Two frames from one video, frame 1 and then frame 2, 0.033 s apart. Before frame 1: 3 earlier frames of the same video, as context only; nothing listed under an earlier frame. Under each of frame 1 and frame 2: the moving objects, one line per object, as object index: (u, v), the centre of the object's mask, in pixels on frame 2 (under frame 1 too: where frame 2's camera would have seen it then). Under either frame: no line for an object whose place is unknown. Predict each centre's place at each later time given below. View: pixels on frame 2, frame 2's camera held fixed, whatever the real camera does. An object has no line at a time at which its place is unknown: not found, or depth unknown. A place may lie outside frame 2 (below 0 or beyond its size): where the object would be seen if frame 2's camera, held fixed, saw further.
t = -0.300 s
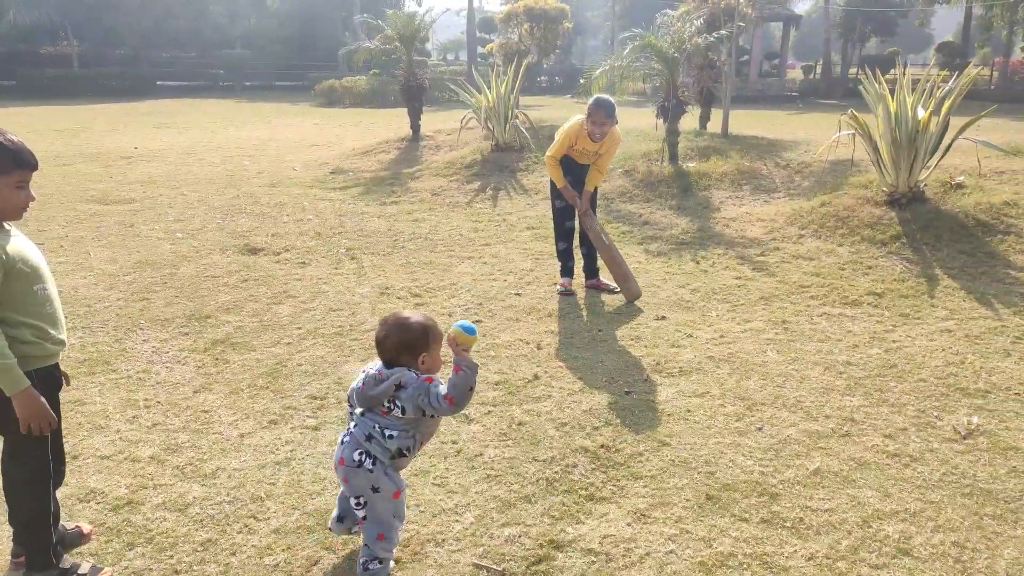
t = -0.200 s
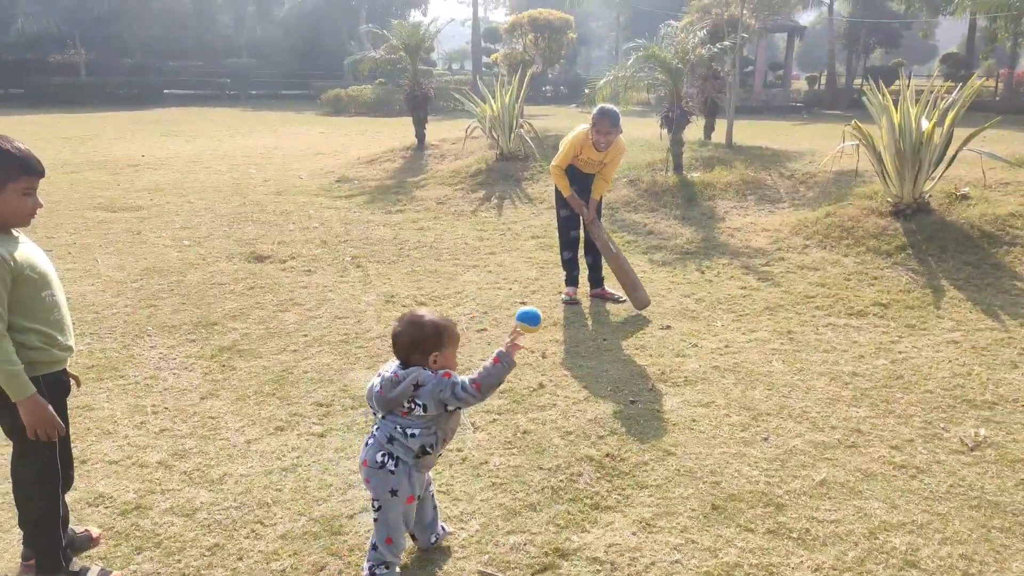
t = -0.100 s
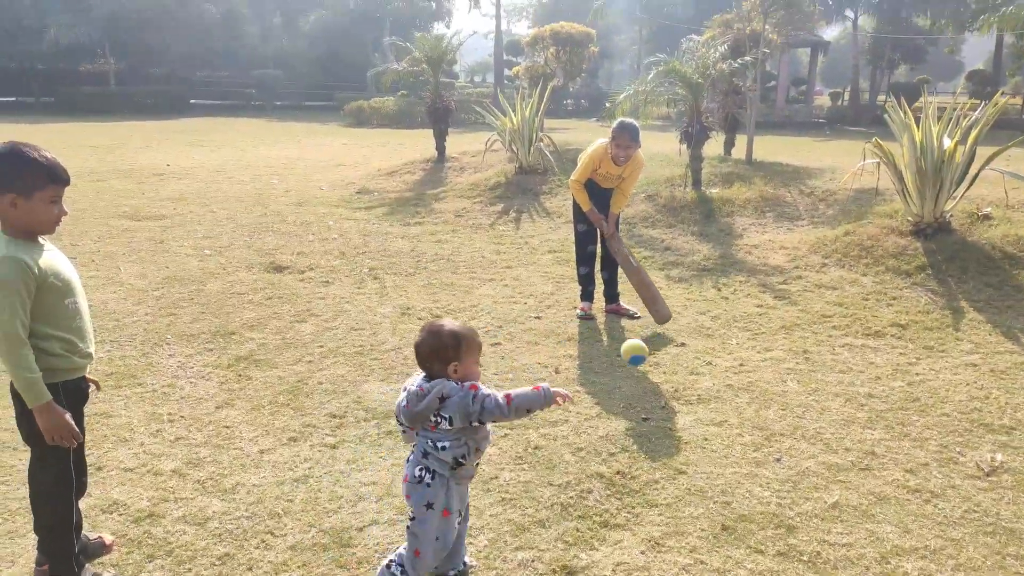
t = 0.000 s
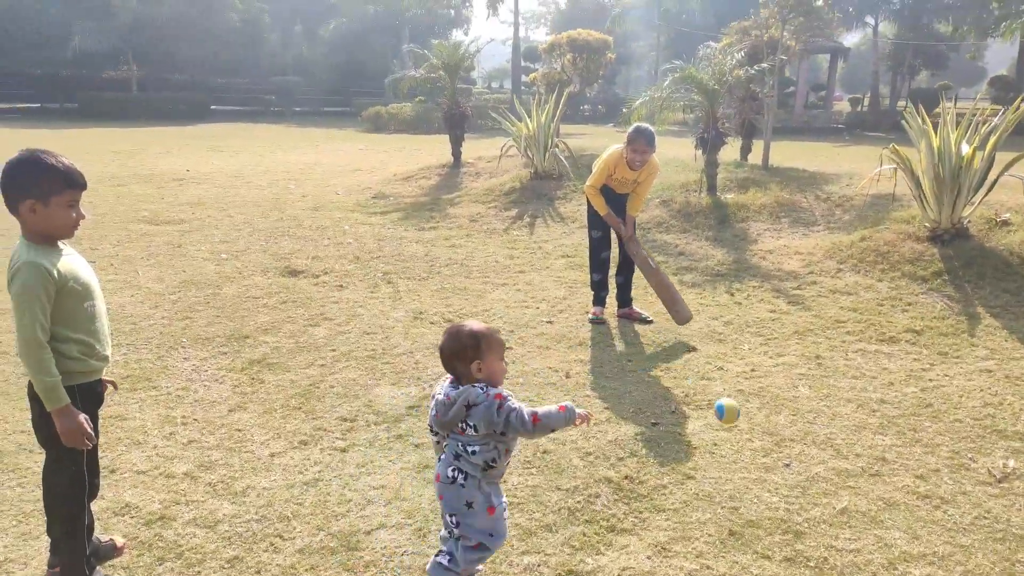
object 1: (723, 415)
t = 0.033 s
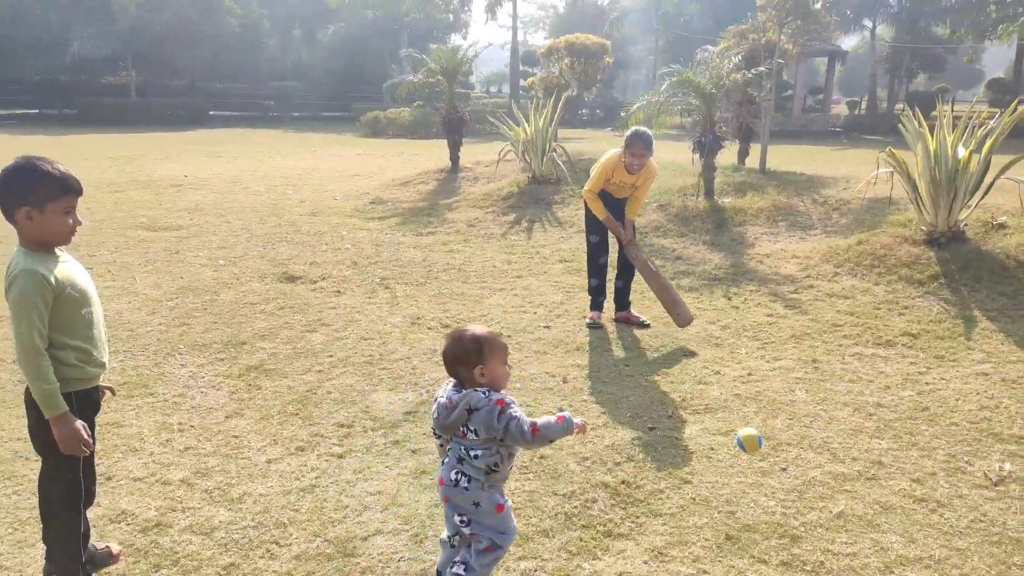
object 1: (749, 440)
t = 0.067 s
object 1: (774, 468)
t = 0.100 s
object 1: (797, 499)
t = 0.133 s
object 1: (821, 532)
